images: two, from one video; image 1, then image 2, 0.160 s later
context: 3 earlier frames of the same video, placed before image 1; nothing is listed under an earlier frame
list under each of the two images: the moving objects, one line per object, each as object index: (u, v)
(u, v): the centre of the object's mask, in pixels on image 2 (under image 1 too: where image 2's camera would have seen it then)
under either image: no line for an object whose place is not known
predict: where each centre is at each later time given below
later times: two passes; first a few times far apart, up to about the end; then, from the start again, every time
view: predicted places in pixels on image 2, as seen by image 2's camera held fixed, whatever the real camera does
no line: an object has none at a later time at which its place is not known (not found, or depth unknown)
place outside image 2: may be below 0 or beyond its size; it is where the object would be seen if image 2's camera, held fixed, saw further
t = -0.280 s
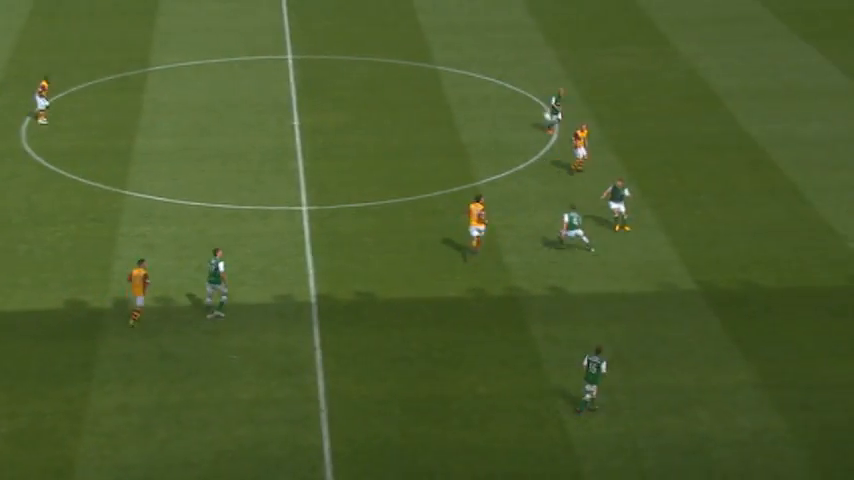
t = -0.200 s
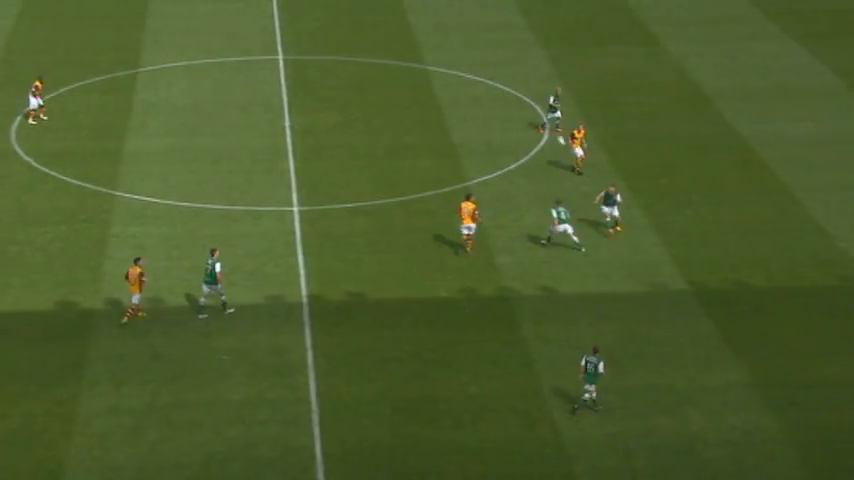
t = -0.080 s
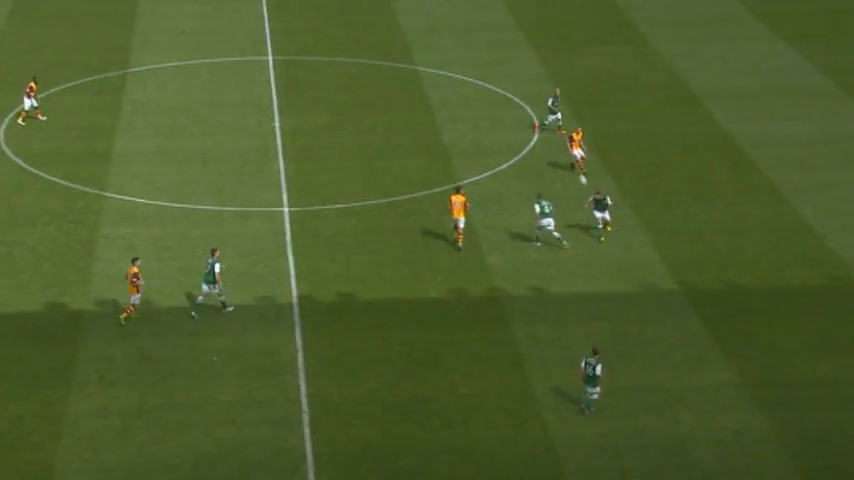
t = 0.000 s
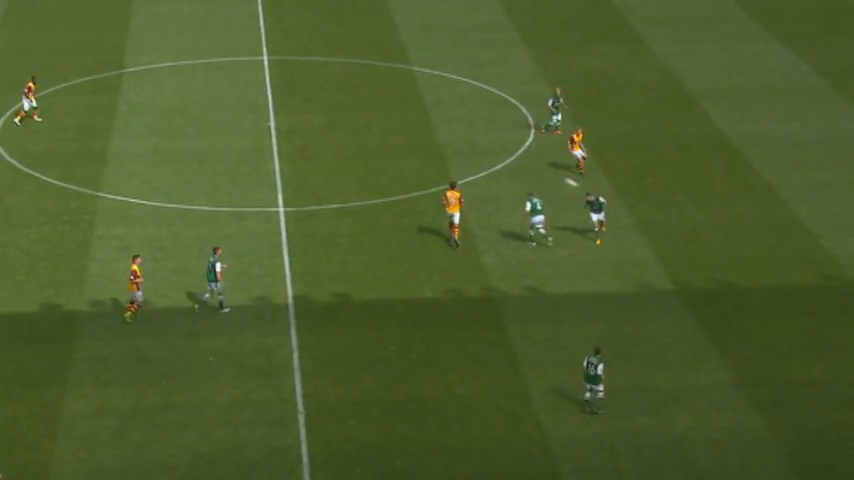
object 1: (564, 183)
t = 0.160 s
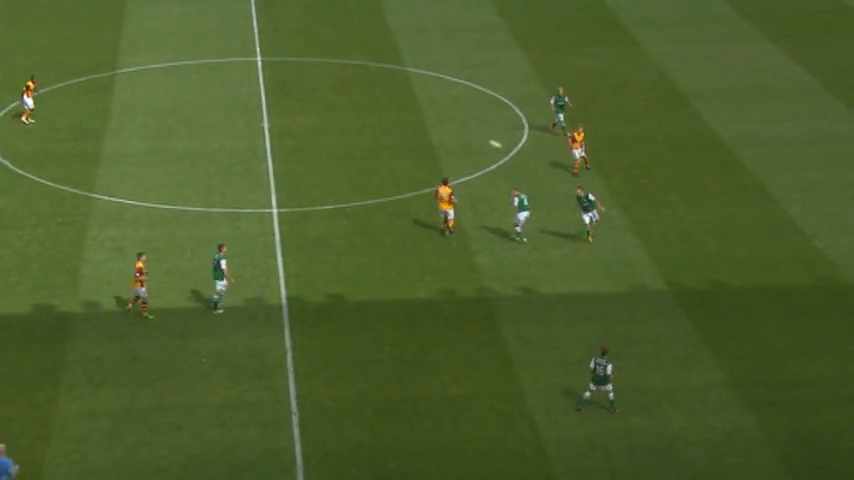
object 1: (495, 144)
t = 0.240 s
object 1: (459, 128)
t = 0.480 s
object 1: (351, 91)
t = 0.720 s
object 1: (238, 73)
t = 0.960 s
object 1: (123, 76)
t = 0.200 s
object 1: (477, 135)
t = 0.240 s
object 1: (459, 128)
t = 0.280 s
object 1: (441, 120)
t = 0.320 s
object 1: (424, 113)
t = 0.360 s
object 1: (406, 107)
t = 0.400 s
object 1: (388, 101)
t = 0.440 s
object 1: (370, 95)
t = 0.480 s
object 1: (351, 91)
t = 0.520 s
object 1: (332, 86)
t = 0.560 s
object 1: (314, 83)
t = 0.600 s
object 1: (295, 80)
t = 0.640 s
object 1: (276, 77)
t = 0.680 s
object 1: (257, 75)
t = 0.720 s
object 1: (238, 73)
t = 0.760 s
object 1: (220, 72)
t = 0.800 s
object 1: (201, 72)
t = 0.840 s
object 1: (181, 72)
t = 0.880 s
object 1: (162, 73)
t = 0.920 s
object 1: (143, 74)
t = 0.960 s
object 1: (123, 76)
